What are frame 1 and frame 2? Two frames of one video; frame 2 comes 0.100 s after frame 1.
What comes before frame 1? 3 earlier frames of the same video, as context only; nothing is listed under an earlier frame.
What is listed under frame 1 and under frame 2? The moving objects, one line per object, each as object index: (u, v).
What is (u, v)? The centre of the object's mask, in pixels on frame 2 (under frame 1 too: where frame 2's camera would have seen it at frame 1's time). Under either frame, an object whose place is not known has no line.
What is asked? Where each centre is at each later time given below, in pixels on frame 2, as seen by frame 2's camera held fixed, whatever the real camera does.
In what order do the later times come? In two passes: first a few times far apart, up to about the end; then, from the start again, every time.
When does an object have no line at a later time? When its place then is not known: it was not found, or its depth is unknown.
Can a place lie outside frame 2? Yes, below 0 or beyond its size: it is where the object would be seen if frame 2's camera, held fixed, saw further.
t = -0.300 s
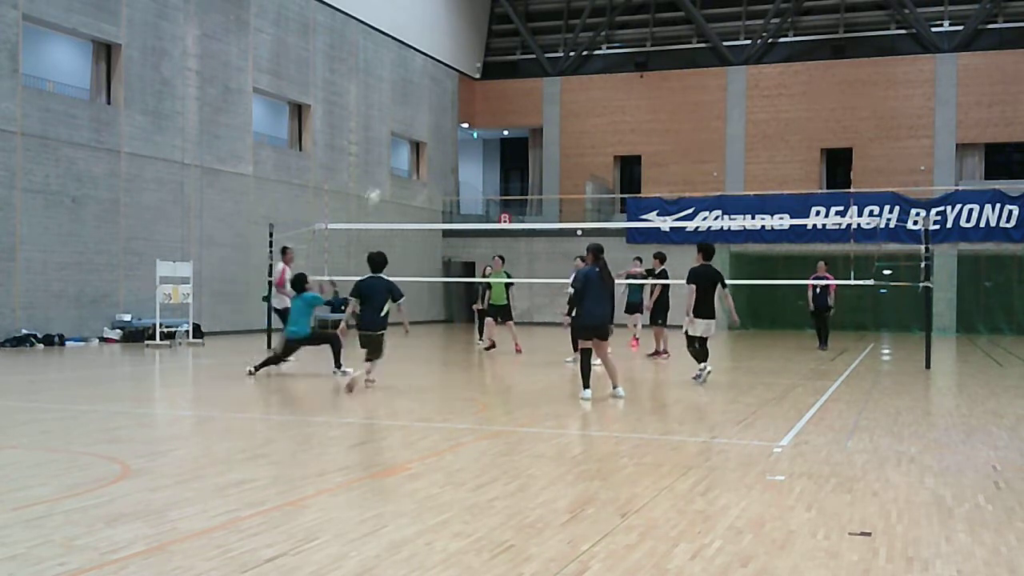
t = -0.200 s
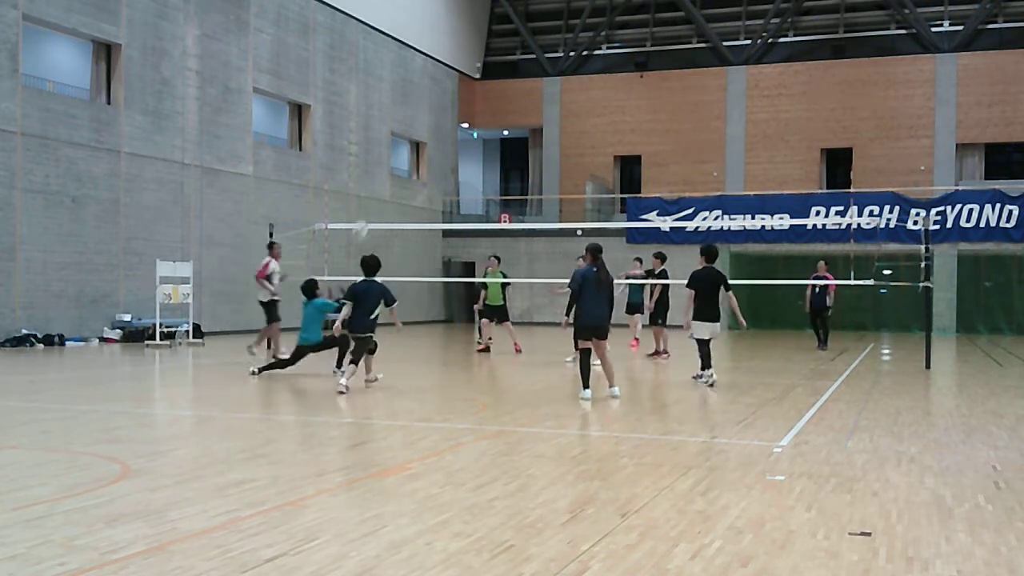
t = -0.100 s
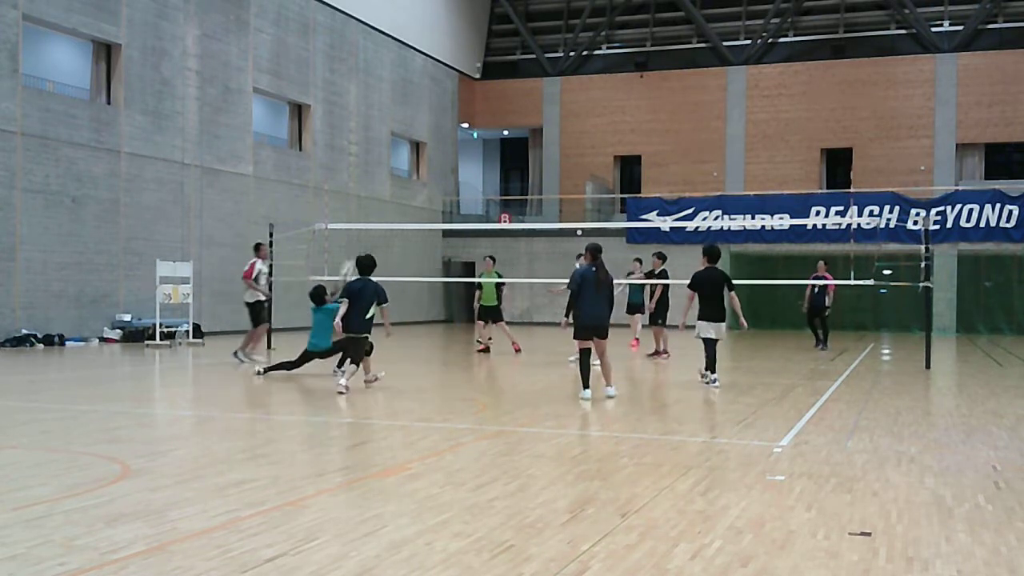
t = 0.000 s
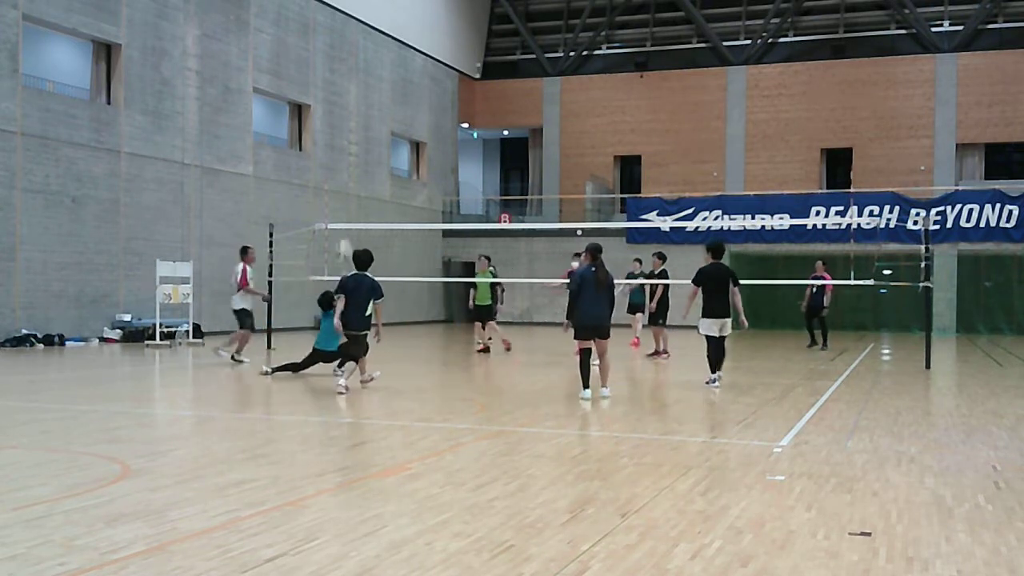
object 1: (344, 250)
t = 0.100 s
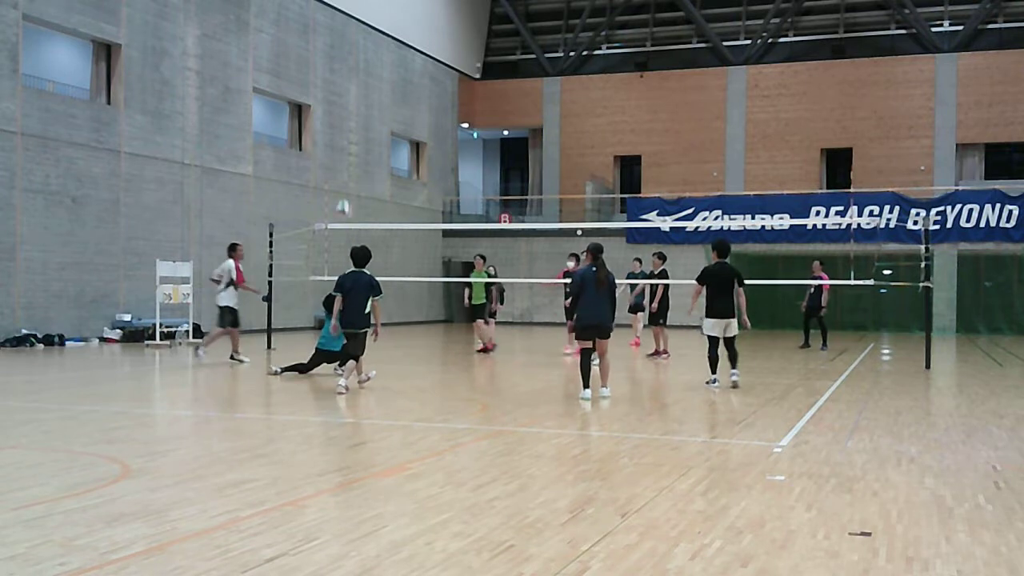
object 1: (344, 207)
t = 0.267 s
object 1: (343, 159)
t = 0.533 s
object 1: (341, 120)
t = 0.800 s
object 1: (340, 138)
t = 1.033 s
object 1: (338, 196)
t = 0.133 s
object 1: (344, 196)
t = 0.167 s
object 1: (344, 186)
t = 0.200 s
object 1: (343, 177)
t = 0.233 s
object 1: (345, 167)
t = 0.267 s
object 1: (343, 159)
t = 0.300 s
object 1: (343, 152)
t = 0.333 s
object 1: (341, 145)
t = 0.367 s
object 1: (342, 139)
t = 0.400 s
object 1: (342, 134)
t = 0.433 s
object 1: (342, 130)
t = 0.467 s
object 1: (342, 126)
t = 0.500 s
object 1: (341, 123)
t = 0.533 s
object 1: (341, 120)
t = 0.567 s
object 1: (341, 120)
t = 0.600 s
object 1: (341, 120)
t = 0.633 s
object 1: (340, 121)
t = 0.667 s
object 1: (342, 122)
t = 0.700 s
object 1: (341, 125)
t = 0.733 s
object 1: (340, 126)
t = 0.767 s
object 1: (341, 132)
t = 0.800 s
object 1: (340, 138)
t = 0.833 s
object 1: (340, 144)
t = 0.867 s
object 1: (340, 150)
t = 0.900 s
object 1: (340, 155)
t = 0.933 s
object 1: (339, 164)
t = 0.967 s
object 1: (340, 173)
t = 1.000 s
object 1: (339, 183)
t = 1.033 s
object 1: (338, 196)
